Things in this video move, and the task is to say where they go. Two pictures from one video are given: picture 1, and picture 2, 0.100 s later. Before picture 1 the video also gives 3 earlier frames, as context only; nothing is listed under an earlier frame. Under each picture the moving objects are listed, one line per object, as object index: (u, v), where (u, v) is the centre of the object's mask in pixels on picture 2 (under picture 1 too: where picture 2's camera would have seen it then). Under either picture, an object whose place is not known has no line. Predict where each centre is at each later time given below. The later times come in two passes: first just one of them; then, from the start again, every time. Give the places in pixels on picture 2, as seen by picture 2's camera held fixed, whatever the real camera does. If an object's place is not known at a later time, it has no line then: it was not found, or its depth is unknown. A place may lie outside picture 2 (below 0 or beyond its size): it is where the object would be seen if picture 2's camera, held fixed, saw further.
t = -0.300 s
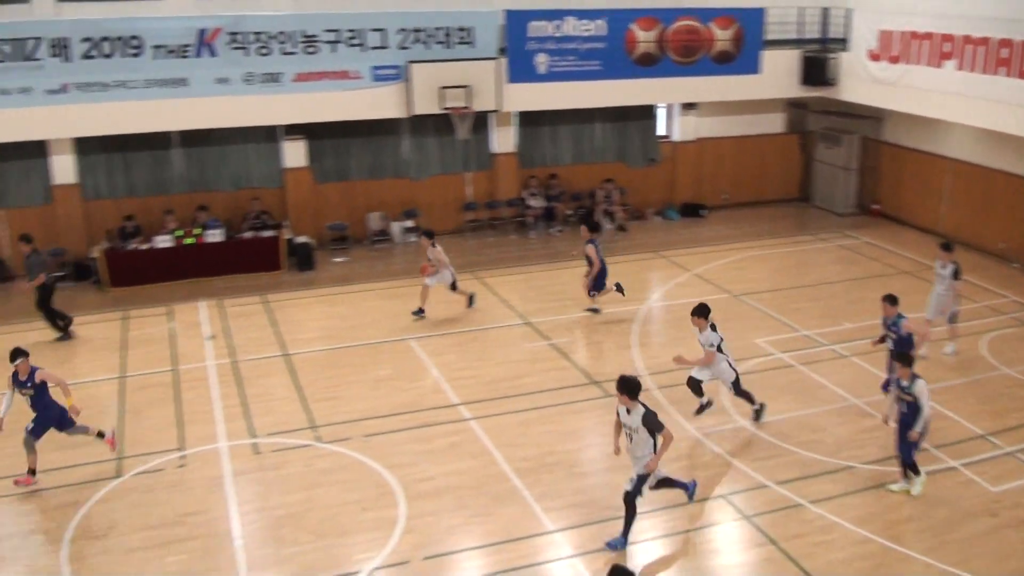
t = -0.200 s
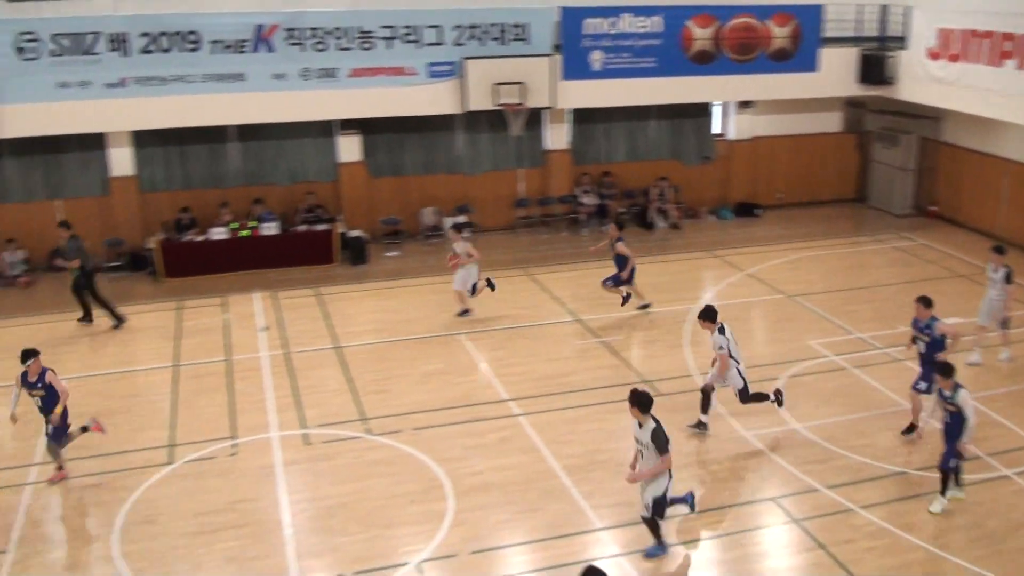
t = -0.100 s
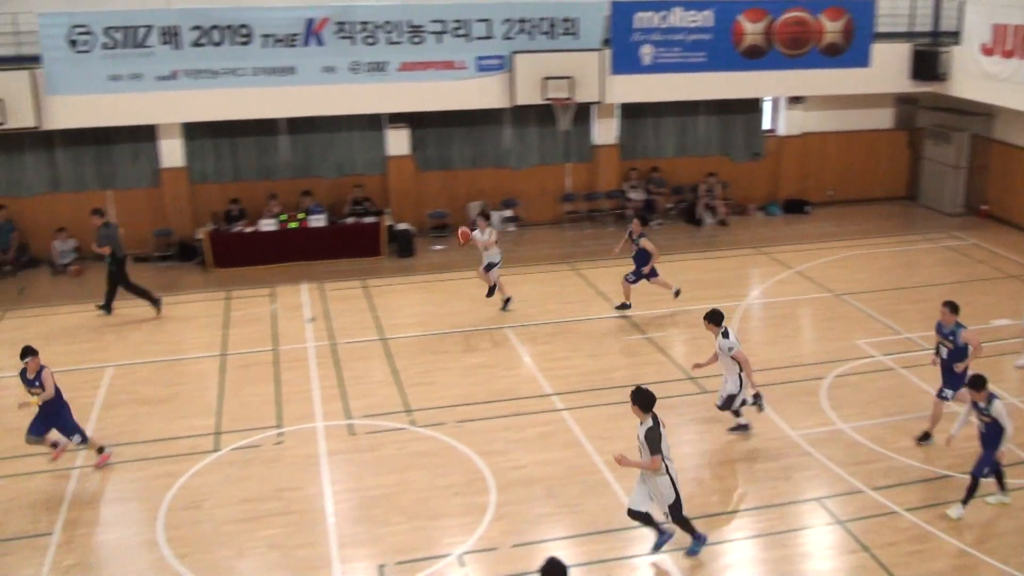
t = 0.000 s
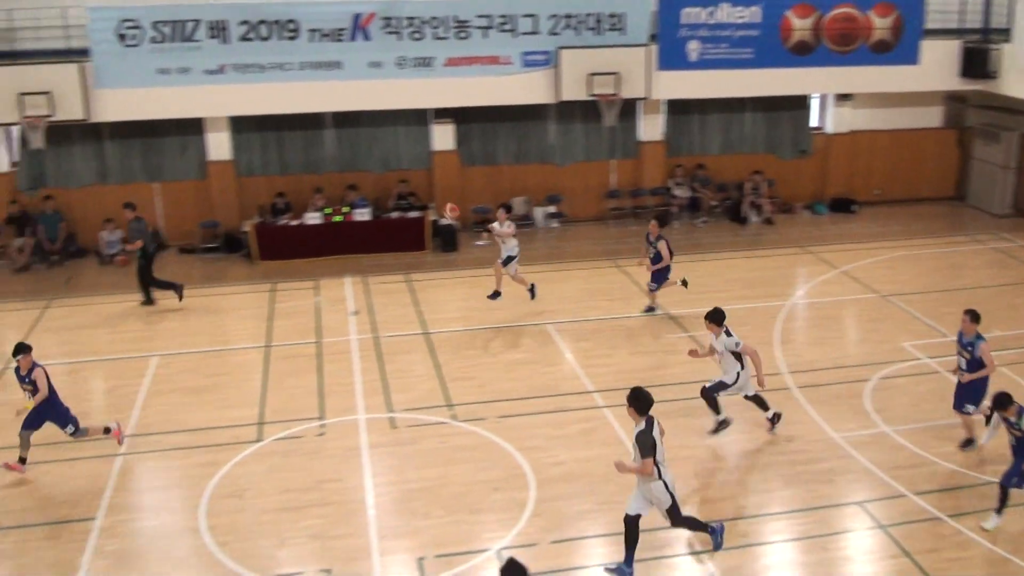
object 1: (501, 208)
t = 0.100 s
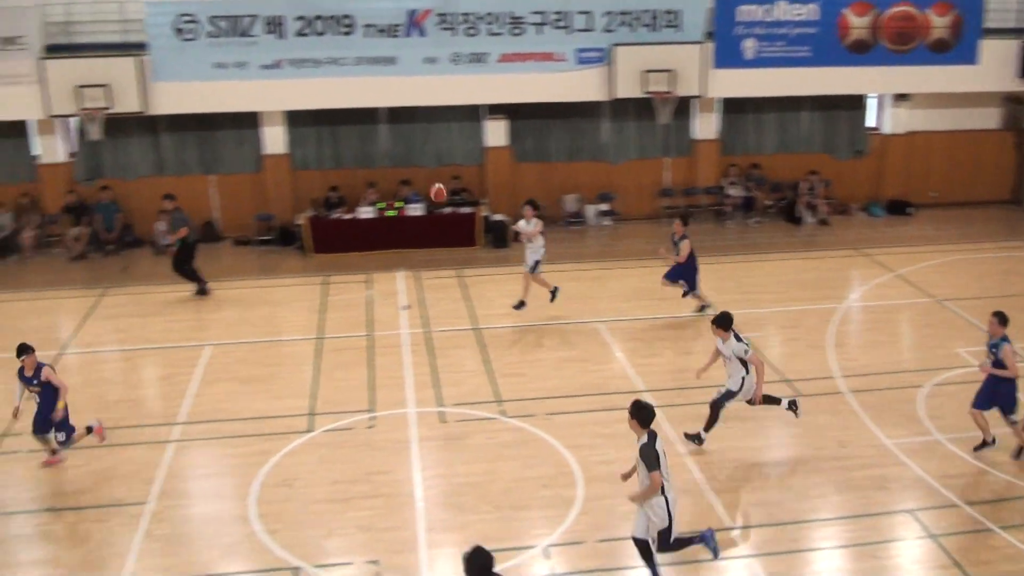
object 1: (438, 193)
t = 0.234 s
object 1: (342, 179)
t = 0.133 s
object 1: (415, 188)
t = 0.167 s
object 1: (392, 184)
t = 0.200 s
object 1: (366, 182)
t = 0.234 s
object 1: (342, 179)
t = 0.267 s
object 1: (315, 177)
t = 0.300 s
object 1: (289, 176)
